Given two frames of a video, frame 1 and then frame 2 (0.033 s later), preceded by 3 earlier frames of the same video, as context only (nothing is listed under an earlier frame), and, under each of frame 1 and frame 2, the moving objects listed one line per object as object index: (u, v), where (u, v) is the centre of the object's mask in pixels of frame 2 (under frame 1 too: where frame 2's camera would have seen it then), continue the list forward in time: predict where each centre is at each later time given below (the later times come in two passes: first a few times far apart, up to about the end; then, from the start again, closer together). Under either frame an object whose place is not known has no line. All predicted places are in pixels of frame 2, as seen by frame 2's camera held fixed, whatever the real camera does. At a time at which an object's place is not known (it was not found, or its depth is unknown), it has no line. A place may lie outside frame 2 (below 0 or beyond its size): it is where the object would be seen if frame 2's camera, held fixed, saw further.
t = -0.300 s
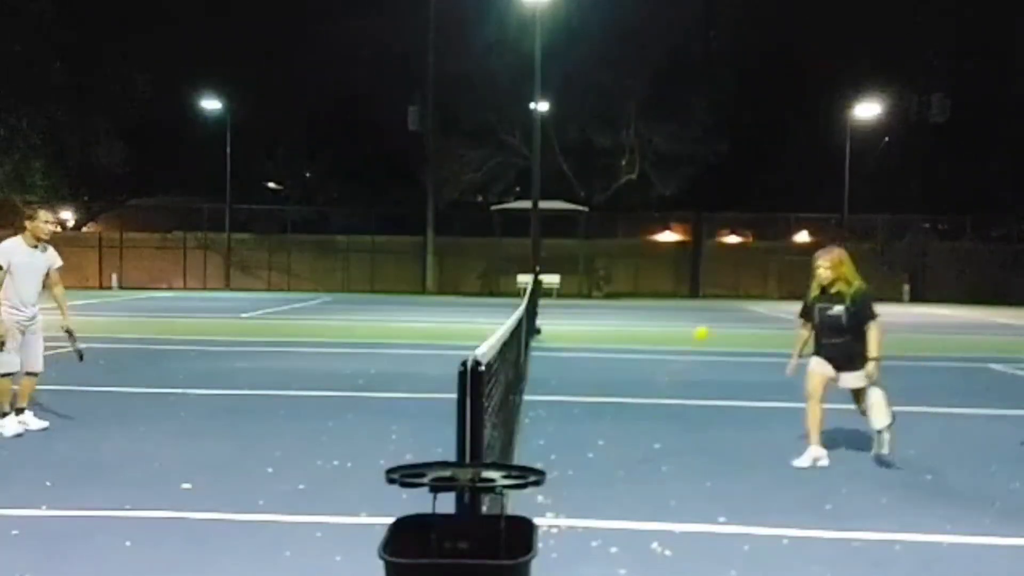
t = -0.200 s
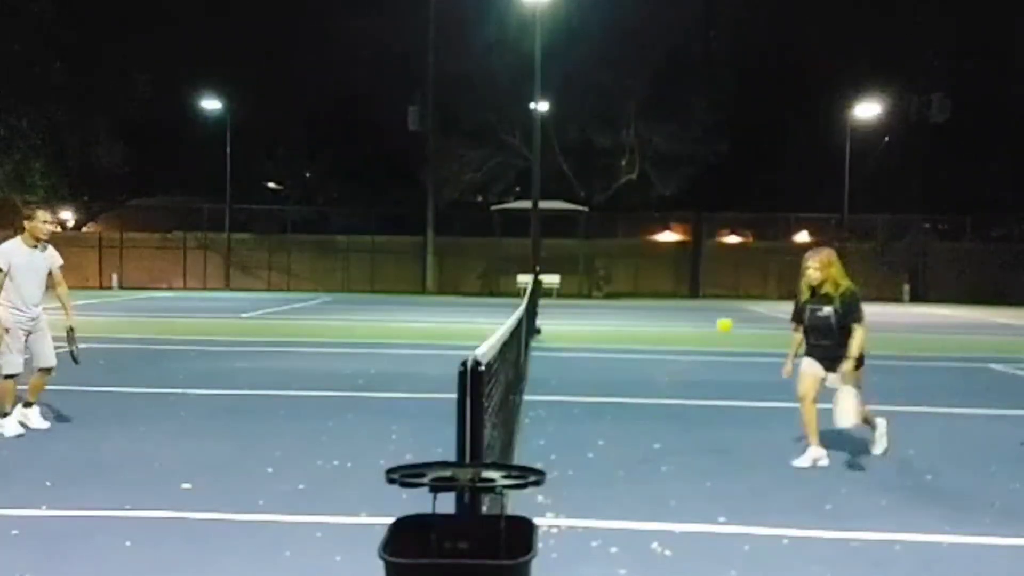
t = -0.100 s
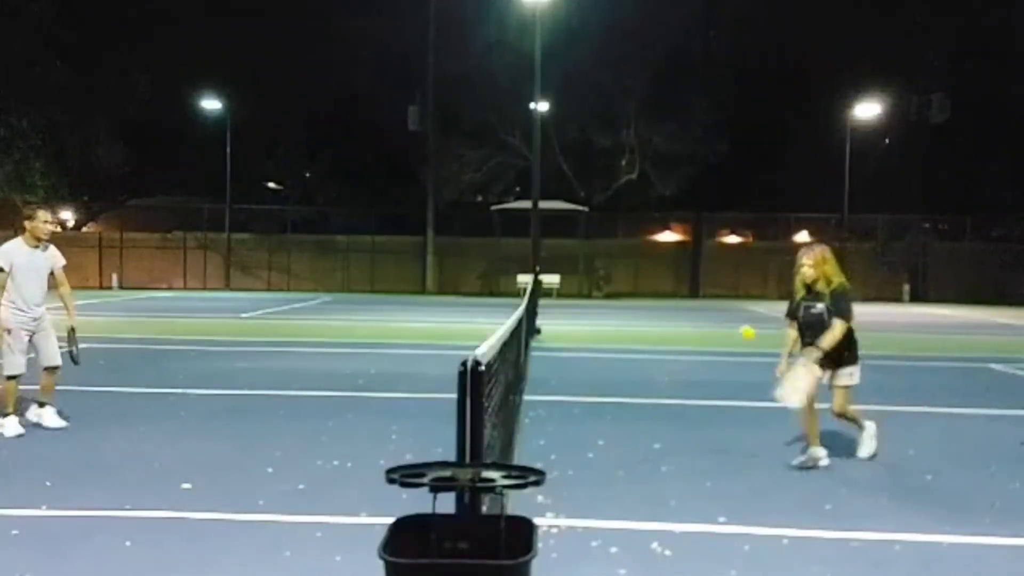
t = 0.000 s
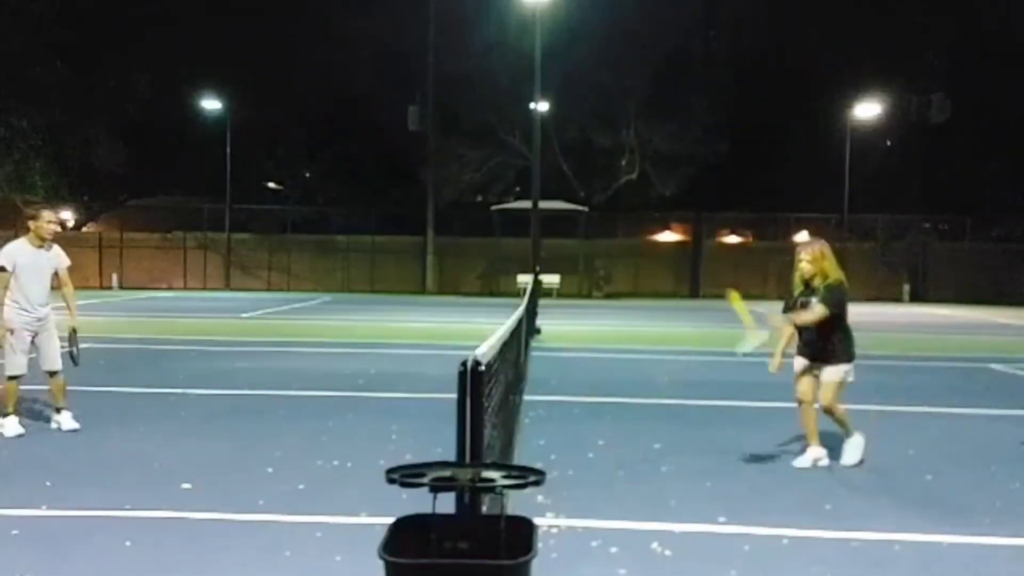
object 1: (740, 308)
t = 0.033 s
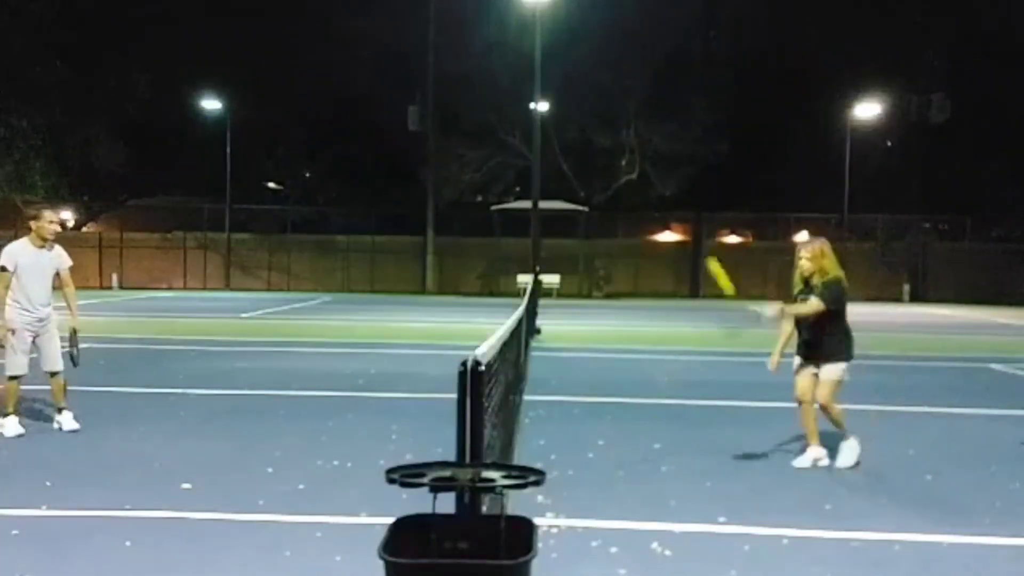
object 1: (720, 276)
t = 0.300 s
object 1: (573, 101)
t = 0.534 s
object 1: (457, 55)
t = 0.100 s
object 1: (681, 219)
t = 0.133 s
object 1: (662, 194)
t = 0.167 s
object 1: (644, 171)
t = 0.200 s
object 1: (627, 151)
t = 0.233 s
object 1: (609, 133)
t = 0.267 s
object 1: (590, 116)
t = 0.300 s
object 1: (573, 101)
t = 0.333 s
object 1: (556, 89)
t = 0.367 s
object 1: (540, 79)
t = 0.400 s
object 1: (523, 71)
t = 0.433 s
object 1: (506, 64)
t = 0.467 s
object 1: (489, 59)
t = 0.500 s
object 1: (473, 57)
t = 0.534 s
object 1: (457, 55)
